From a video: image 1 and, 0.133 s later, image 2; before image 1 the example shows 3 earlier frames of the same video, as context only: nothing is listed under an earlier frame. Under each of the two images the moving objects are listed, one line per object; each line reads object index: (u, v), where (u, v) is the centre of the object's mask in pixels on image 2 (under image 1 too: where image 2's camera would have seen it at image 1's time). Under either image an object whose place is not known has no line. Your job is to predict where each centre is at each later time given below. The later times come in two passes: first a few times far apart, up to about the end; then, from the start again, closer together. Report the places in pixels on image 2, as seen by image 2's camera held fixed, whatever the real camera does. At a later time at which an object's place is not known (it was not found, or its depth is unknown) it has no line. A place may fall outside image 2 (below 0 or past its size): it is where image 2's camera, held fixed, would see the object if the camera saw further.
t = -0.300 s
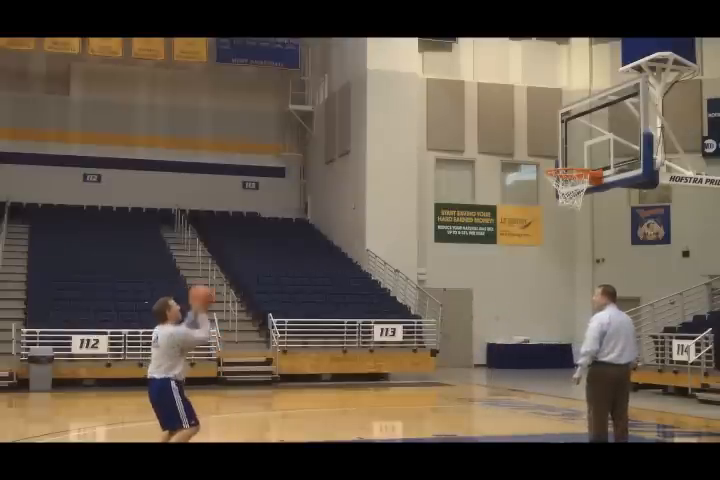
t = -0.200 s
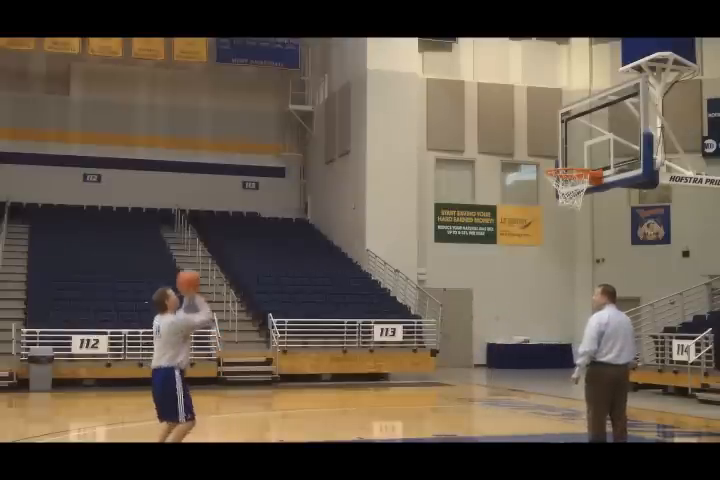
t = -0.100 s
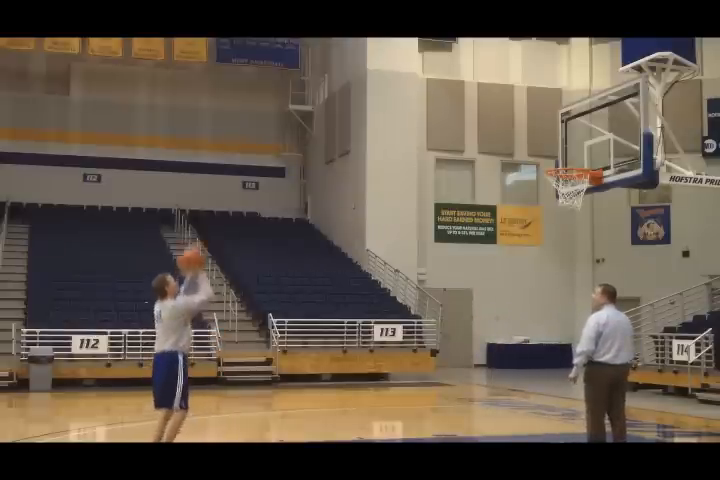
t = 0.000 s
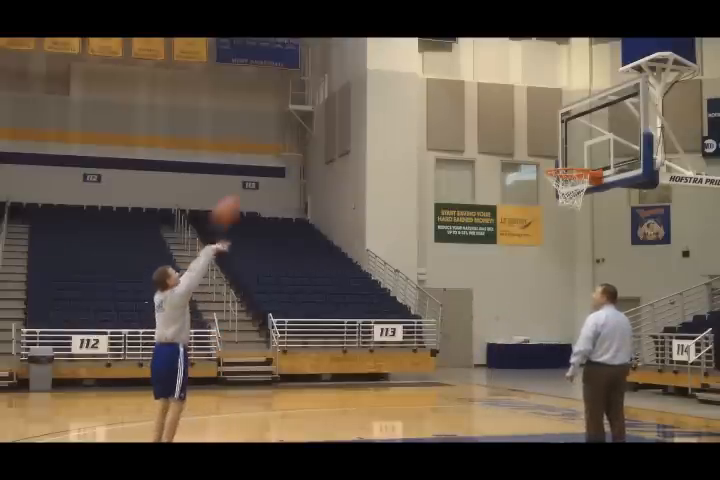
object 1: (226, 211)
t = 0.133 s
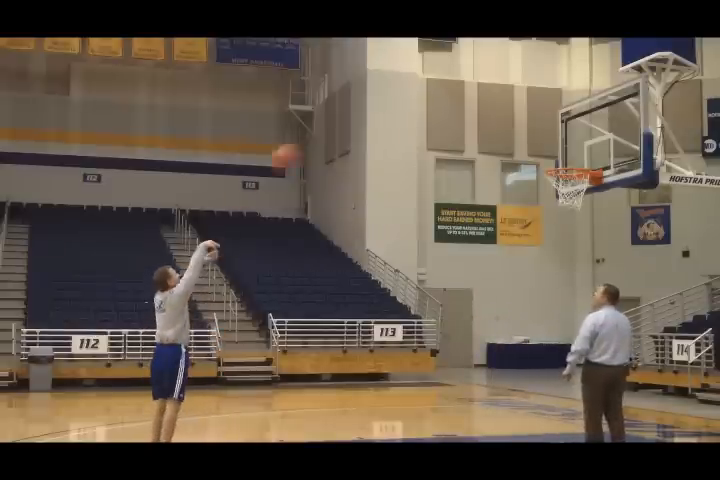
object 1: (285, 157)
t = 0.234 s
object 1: (324, 130)
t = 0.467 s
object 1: (414, 100)
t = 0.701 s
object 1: (500, 119)
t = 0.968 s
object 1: (580, 198)
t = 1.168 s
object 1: (576, 272)
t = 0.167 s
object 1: (298, 147)
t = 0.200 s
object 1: (311, 137)
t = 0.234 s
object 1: (324, 130)
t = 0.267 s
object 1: (338, 122)
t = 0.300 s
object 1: (350, 115)
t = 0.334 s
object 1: (363, 110)
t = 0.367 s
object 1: (378, 107)
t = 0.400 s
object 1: (390, 104)
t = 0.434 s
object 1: (402, 102)
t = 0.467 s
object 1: (414, 100)
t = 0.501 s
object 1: (427, 100)
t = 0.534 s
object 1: (440, 101)
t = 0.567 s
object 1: (451, 102)
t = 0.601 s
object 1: (463, 104)
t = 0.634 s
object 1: (475, 109)
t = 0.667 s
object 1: (488, 113)
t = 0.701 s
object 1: (500, 119)
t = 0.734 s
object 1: (510, 124)
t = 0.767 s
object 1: (523, 135)
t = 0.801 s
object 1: (535, 140)
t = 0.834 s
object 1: (547, 150)
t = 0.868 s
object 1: (555, 162)
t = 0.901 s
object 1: (567, 164)
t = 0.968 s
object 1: (580, 198)
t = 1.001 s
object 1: (578, 205)
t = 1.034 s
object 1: (578, 216)
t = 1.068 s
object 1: (578, 227)
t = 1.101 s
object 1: (577, 241)
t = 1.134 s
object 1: (576, 256)
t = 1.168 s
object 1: (576, 272)
